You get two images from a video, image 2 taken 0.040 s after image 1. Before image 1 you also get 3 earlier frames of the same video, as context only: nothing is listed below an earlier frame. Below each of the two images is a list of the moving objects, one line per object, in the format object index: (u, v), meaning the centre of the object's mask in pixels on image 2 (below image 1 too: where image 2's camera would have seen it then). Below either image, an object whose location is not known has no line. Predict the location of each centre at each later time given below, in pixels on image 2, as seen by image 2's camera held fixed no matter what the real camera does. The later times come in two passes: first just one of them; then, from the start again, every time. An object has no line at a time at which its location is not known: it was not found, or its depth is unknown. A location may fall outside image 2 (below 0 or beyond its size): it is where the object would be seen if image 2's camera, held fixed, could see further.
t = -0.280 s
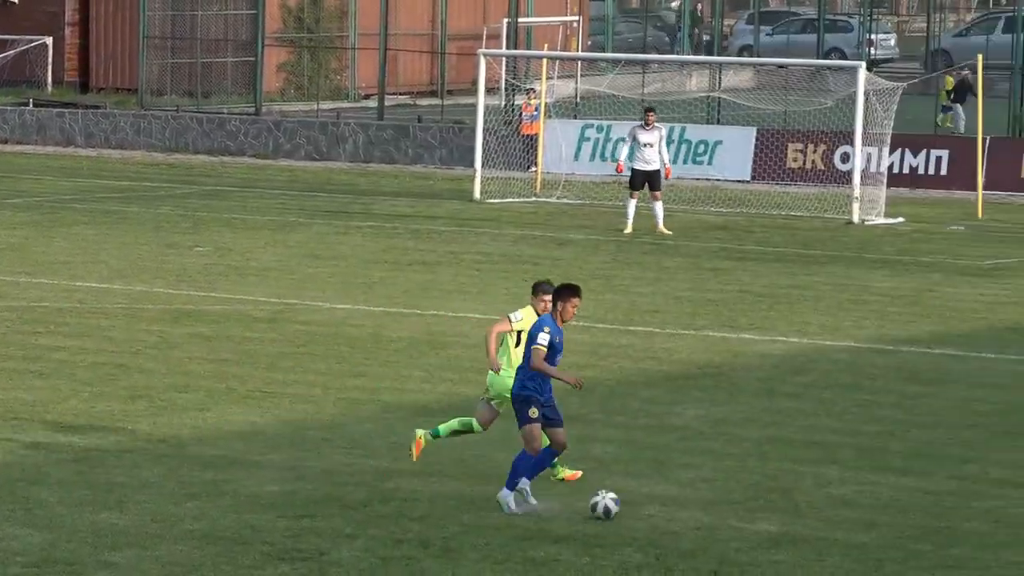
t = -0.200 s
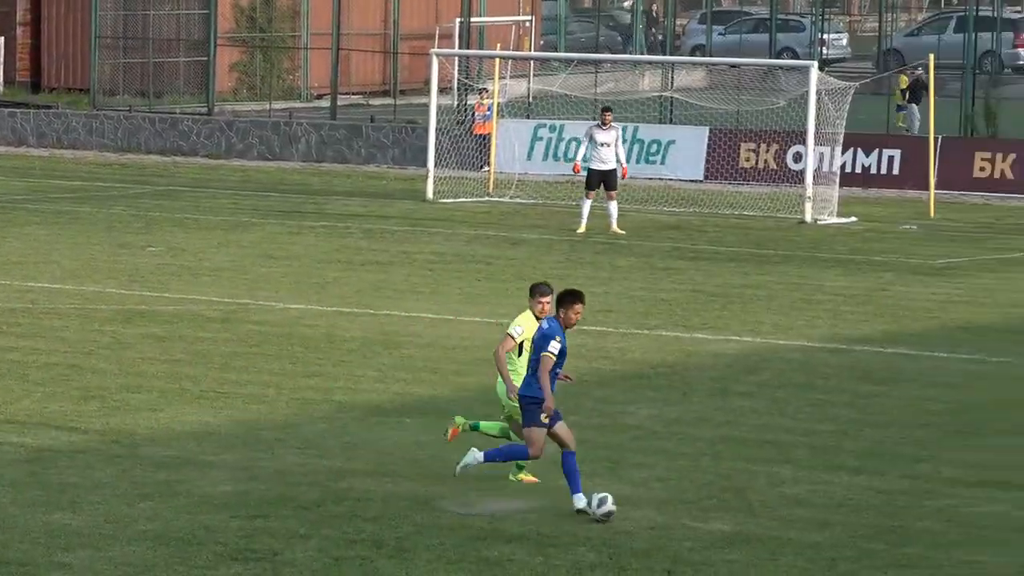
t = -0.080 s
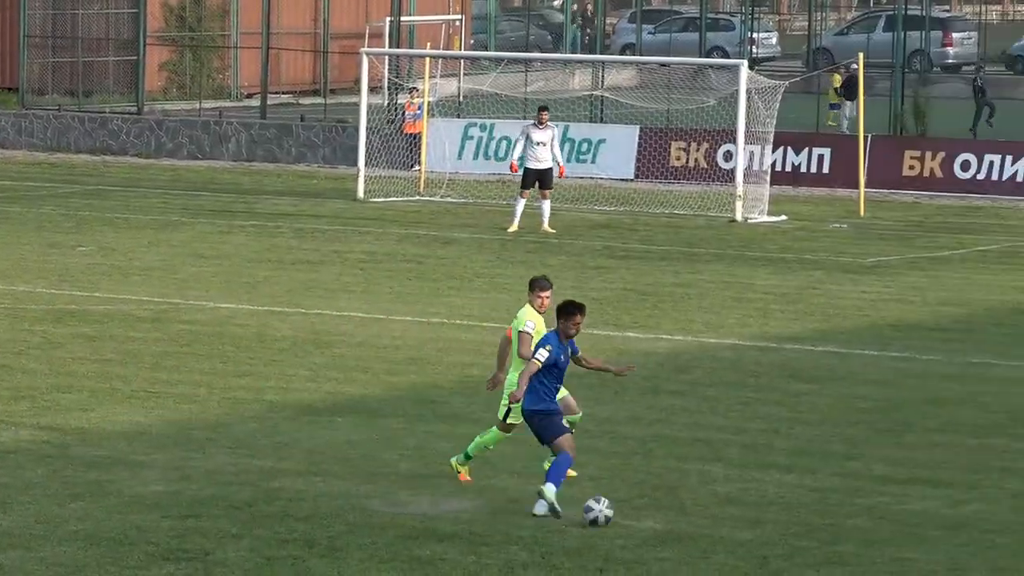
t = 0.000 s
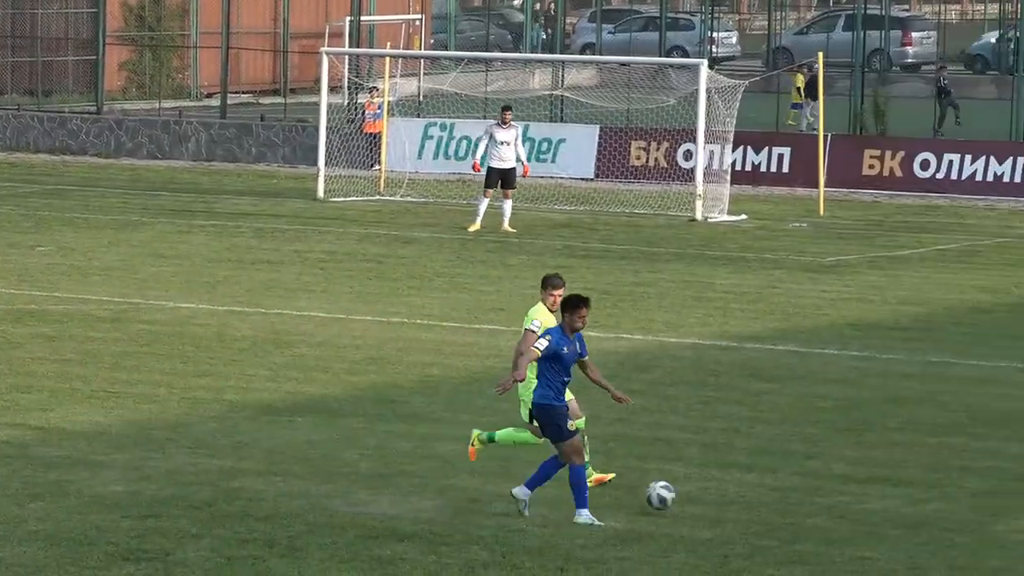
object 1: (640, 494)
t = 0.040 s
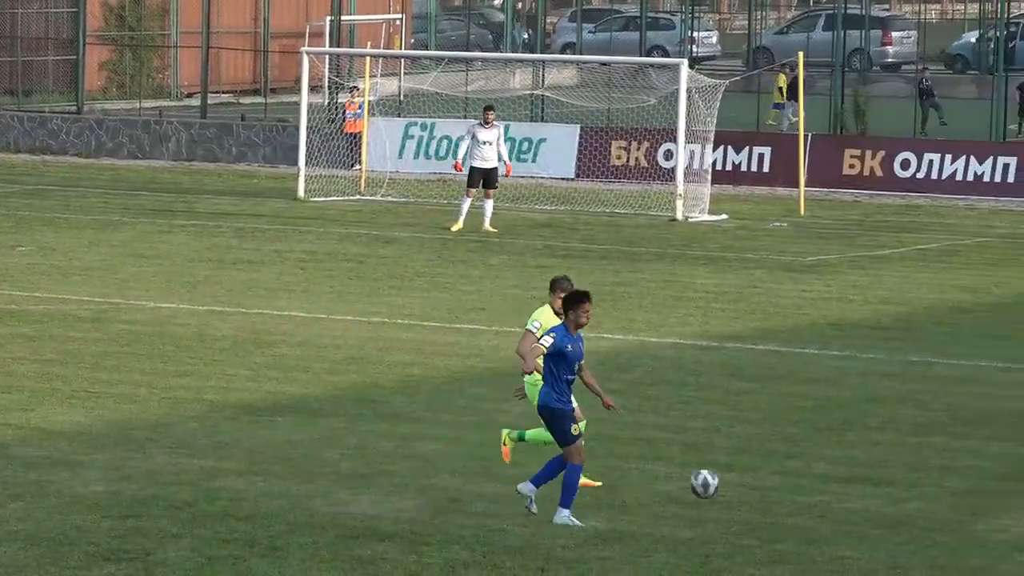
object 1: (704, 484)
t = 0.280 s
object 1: (1053, 459)
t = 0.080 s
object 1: (766, 475)
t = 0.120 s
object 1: (827, 468)
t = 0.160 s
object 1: (886, 463)
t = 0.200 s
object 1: (943, 460)
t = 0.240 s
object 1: (999, 459)
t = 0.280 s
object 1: (1053, 459)
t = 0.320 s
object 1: (1105, 454)
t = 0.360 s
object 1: (1153, 444)
